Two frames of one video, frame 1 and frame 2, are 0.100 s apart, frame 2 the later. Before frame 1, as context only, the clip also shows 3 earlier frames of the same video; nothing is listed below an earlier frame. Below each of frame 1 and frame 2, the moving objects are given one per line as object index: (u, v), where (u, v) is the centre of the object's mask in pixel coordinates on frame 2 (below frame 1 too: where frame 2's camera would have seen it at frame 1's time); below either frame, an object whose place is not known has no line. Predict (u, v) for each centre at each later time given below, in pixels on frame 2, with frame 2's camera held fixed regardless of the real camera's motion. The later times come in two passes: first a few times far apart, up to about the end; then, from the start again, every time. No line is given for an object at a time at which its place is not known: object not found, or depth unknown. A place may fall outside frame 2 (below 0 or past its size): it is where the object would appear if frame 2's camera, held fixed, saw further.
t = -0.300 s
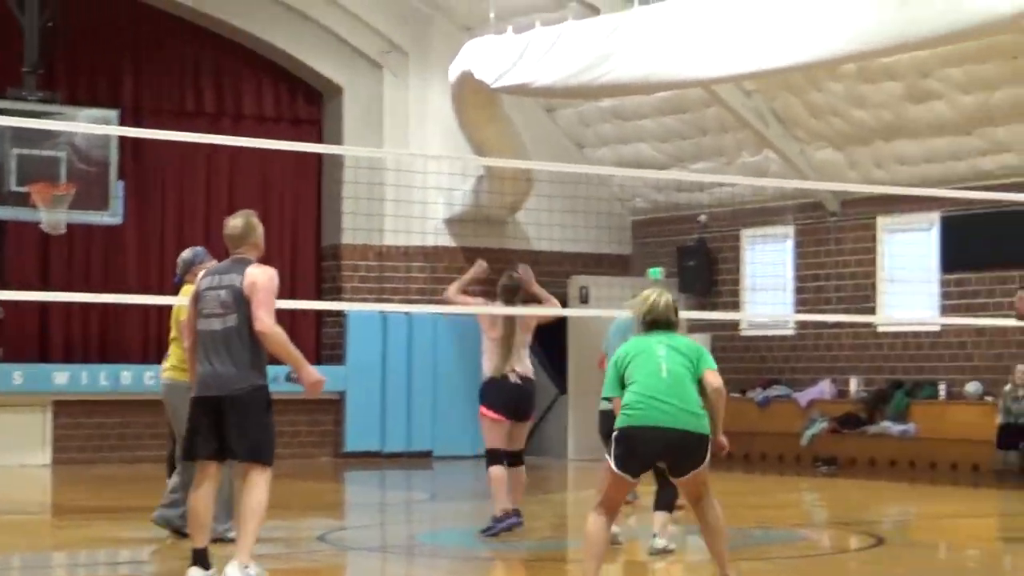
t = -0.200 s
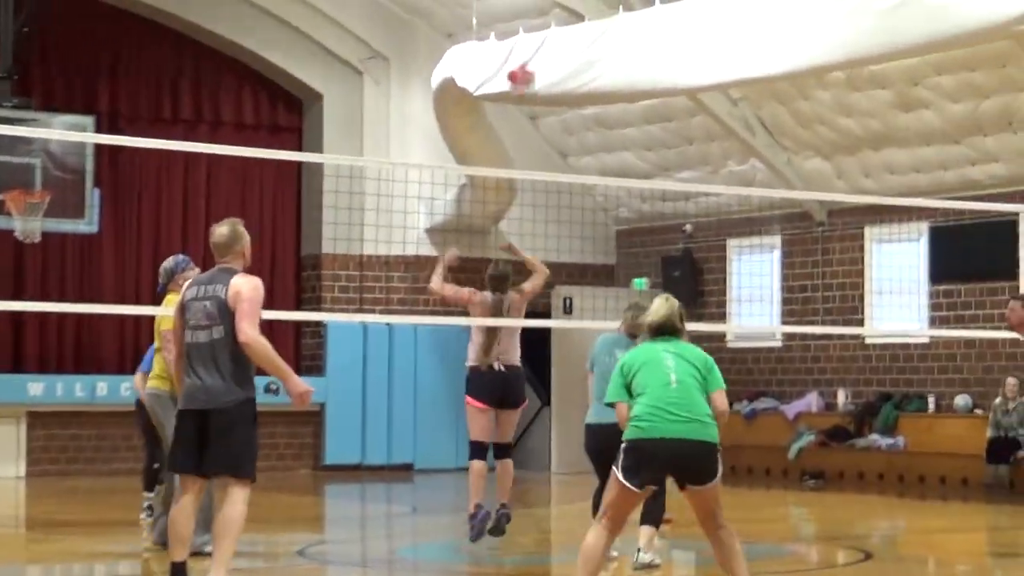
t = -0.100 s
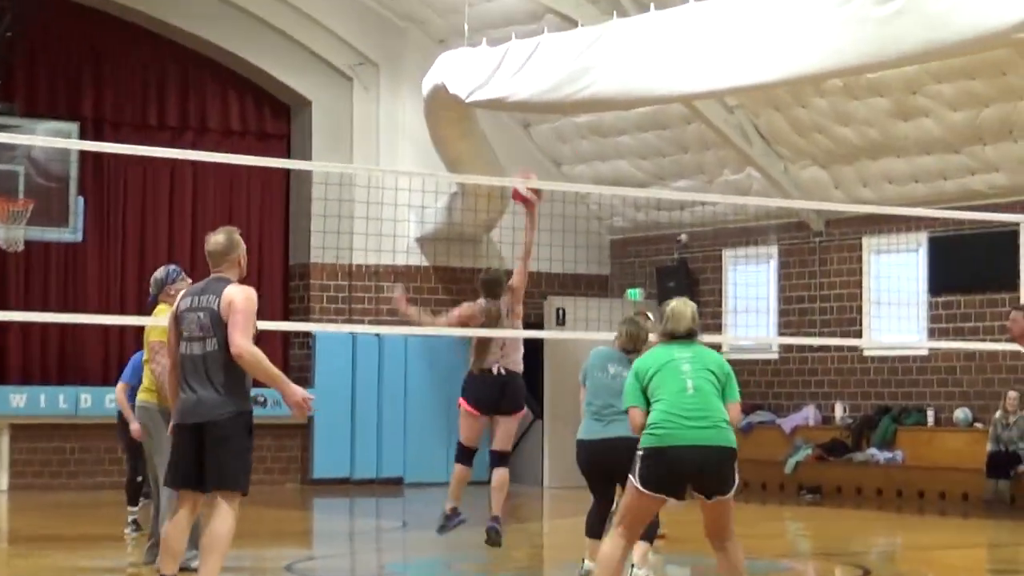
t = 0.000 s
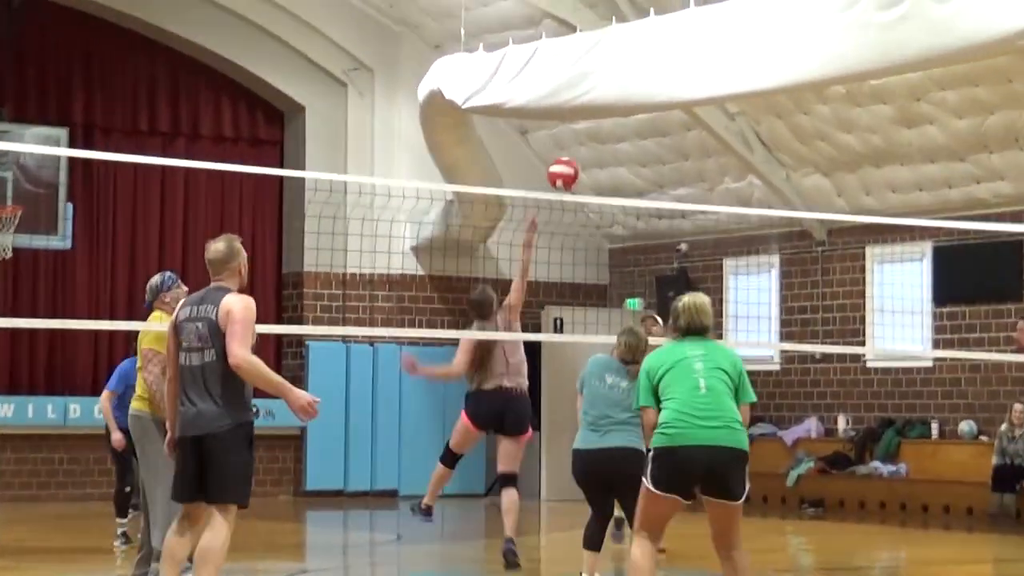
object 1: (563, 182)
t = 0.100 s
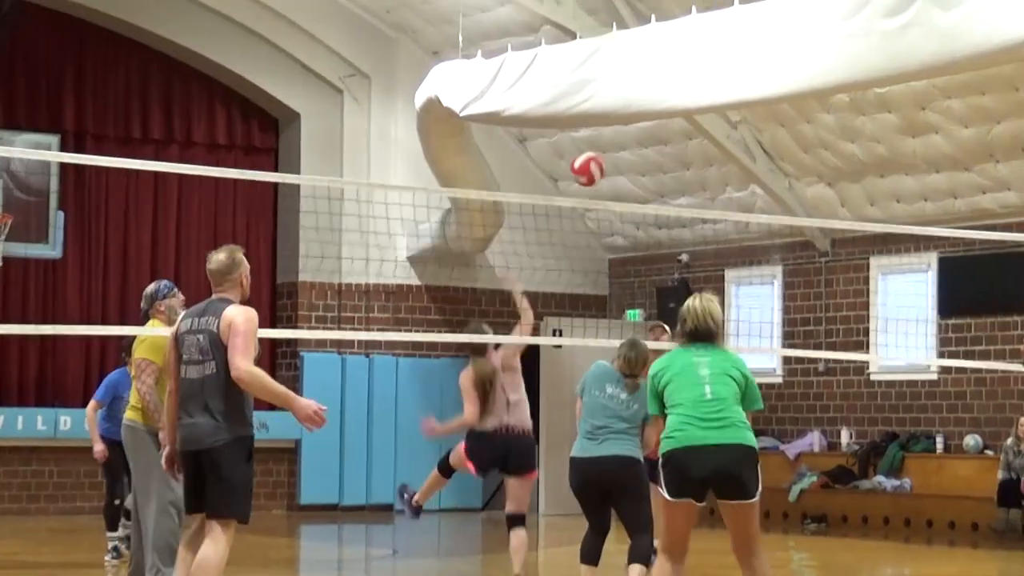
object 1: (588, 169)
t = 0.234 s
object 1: (619, 175)
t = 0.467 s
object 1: (674, 254)
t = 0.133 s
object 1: (594, 167)
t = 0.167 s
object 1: (603, 168)
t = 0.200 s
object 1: (611, 170)
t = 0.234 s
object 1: (619, 175)
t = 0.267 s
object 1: (627, 180)
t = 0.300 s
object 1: (636, 188)
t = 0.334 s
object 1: (643, 196)
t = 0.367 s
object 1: (650, 208)
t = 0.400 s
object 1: (656, 222)
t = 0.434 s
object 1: (666, 235)
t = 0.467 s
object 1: (674, 254)
